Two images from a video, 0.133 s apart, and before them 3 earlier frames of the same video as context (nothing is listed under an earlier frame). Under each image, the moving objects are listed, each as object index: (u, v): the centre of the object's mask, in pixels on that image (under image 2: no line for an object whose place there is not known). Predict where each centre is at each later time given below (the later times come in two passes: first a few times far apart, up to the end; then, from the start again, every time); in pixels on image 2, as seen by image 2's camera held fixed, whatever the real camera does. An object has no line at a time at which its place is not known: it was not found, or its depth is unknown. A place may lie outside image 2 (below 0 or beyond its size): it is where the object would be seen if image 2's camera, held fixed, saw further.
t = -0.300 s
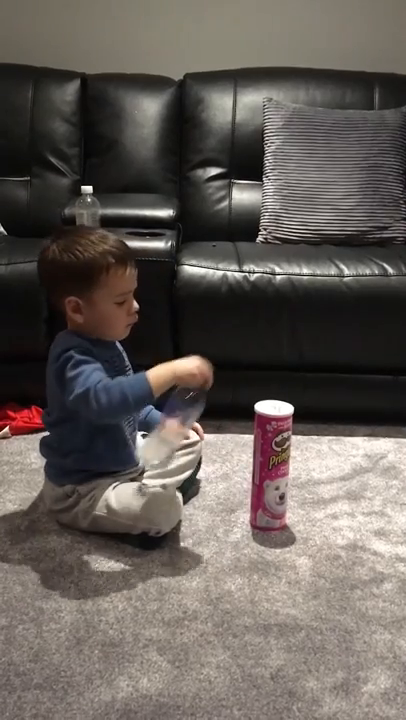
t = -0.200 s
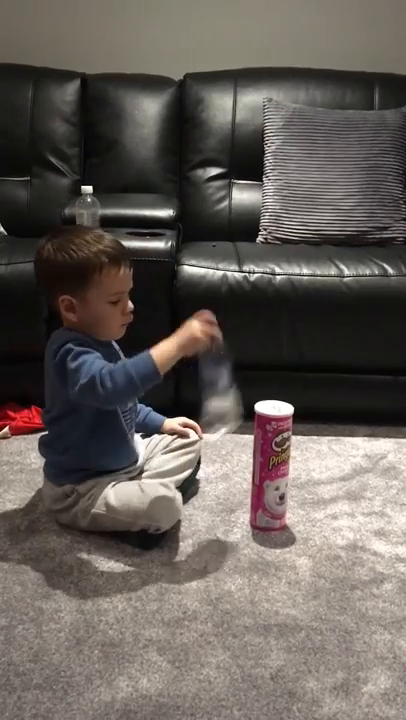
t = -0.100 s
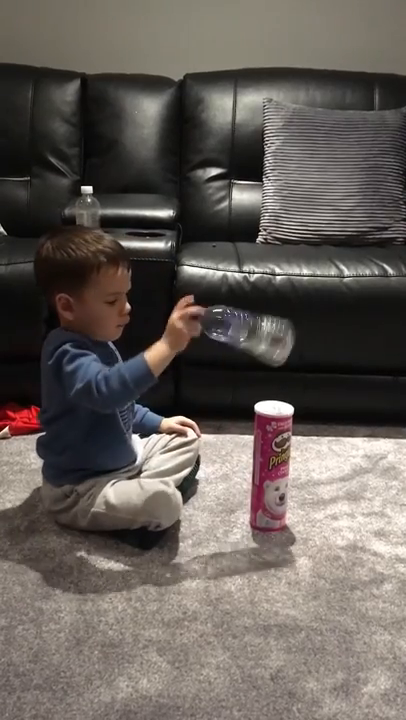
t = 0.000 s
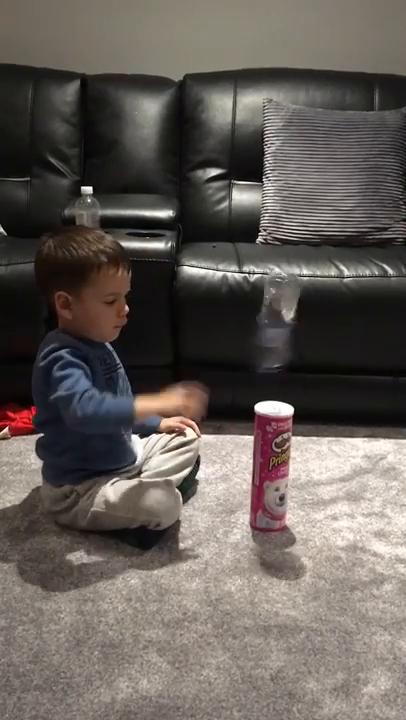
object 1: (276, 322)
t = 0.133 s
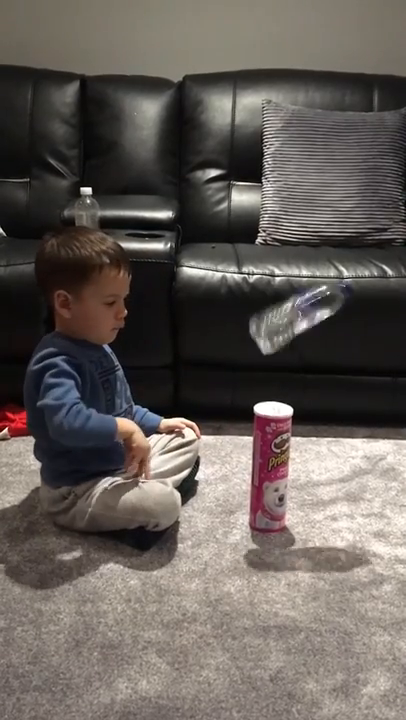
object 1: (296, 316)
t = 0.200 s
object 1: (290, 354)
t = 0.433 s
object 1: (292, 369)
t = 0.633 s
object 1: (284, 369)
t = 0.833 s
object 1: (275, 368)
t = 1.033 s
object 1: (276, 368)
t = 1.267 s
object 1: (276, 368)
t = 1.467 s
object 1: (276, 368)
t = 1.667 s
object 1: (276, 368)
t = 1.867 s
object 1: (276, 368)
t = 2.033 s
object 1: (276, 367)
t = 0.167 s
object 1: (292, 332)
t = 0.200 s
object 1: (290, 354)
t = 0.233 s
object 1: (291, 368)
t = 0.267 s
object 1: (294, 367)
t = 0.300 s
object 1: (294, 368)
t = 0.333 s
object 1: (292, 367)
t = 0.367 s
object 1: (292, 367)
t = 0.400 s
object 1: (292, 369)
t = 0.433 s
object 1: (292, 369)
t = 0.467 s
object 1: (293, 369)
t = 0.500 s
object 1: (292, 369)
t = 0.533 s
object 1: (291, 369)
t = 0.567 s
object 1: (288, 369)
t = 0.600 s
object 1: (286, 369)
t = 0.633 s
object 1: (284, 369)
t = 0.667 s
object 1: (282, 369)
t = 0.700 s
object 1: (281, 369)
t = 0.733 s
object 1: (280, 369)
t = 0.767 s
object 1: (278, 370)
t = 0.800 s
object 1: (276, 368)
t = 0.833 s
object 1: (275, 368)
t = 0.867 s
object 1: (274, 368)
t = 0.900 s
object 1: (275, 368)
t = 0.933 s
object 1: (275, 368)
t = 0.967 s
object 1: (276, 368)
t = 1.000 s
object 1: (277, 368)
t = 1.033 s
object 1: (276, 368)
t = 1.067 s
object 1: (276, 368)
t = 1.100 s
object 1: (276, 368)
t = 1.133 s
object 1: (277, 368)
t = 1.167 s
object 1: (277, 368)
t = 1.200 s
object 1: (277, 368)
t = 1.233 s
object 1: (277, 368)
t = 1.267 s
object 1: (276, 368)
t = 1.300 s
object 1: (276, 368)
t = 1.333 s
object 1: (276, 369)
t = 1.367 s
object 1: (276, 368)
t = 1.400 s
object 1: (277, 368)
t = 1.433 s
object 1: (277, 368)
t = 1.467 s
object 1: (276, 368)
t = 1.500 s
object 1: (276, 368)
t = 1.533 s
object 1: (276, 368)
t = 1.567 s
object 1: (276, 368)
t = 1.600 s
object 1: (276, 368)
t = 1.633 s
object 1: (276, 368)
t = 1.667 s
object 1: (276, 368)
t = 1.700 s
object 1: (276, 367)
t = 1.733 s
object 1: (276, 368)
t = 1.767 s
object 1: (276, 367)
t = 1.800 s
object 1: (276, 367)
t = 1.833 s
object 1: (276, 367)
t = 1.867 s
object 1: (276, 368)
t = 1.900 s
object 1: (276, 368)
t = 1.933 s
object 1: (276, 368)
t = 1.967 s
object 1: (276, 367)
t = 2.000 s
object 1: (276, 368)
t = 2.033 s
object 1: (276, 367)
